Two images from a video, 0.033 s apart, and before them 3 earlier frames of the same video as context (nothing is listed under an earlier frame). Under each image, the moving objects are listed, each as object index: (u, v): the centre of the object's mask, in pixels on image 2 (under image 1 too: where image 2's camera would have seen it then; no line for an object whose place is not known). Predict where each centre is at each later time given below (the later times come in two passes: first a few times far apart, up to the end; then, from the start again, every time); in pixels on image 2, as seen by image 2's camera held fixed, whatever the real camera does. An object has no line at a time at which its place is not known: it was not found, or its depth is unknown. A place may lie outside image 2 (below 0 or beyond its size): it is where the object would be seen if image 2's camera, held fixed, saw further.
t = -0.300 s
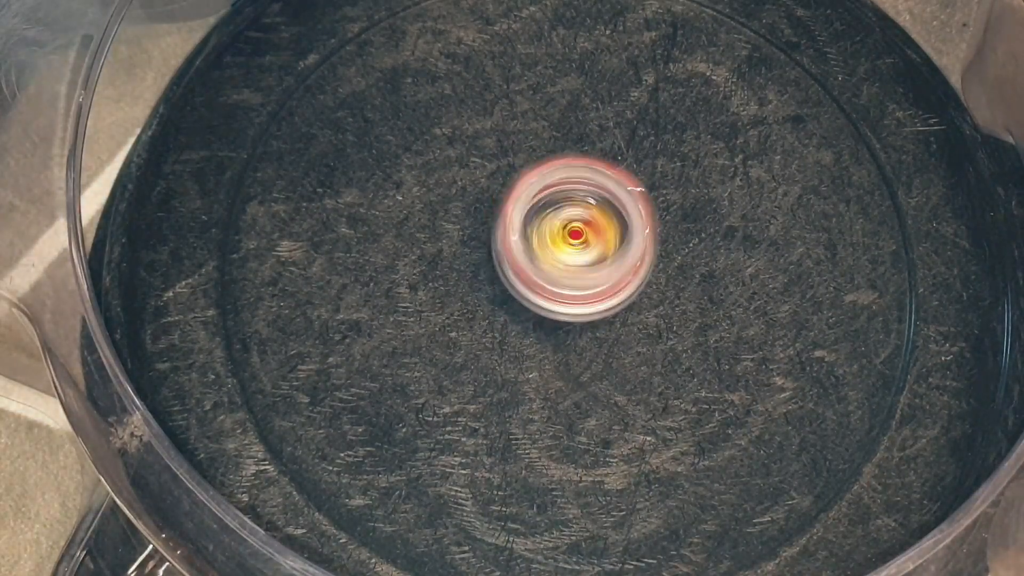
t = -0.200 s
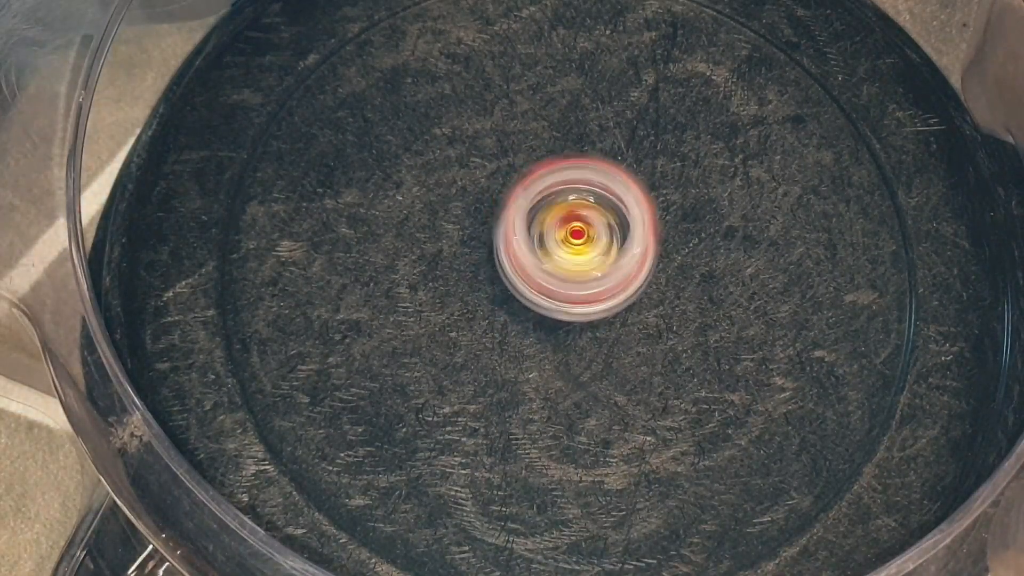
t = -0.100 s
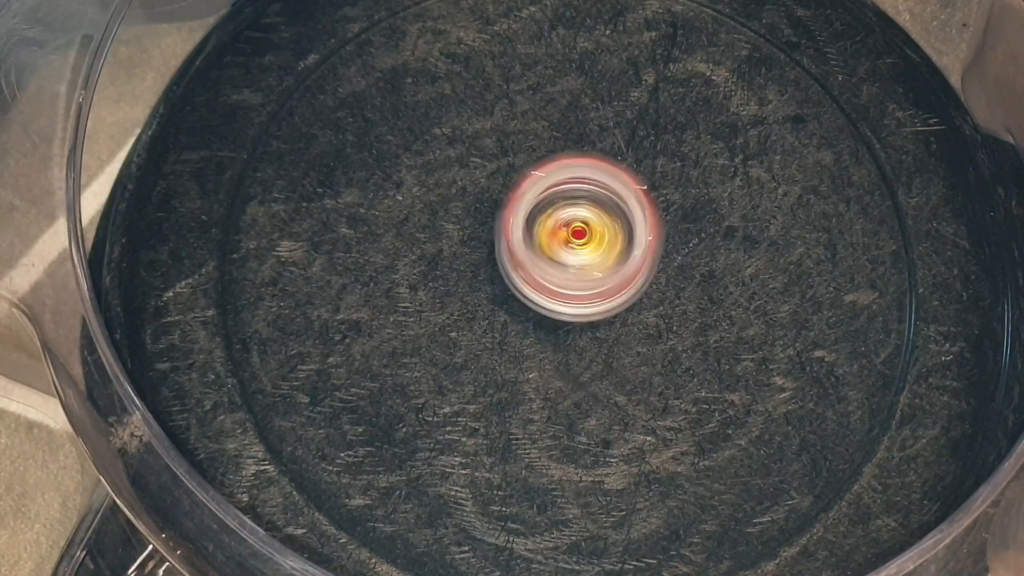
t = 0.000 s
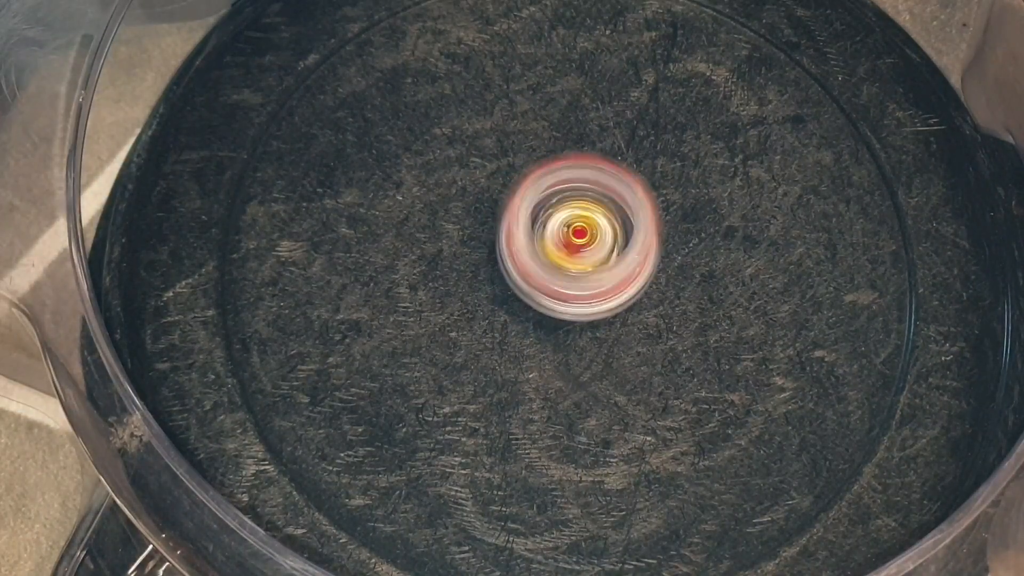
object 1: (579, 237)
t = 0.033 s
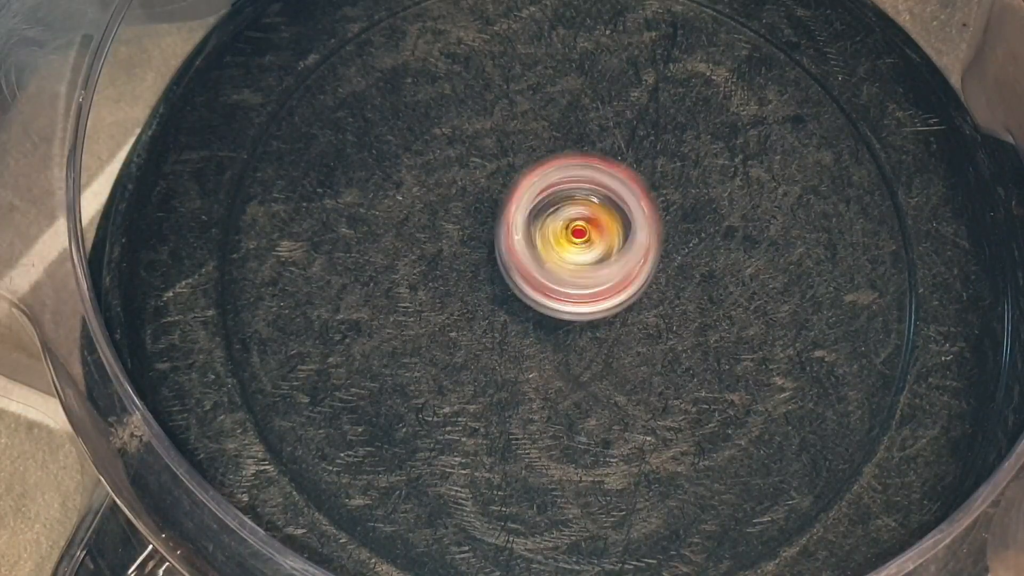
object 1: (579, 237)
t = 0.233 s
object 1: (579, 236)
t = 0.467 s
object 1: (577, 234)
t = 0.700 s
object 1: (572, 234)
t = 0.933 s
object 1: (569, 232)
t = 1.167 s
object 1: (569, 231)
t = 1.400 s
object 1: (568, 233)
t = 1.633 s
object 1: (568, 237)
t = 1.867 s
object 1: (567, 241)
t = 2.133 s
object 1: (564, 242)
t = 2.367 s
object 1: (565, 240)
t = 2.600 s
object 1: (567, 240)
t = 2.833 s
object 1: (570, 242)
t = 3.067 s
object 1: (573, 244)
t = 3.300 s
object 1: (574, 246)
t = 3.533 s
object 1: (573, 245)
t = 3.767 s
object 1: (572, 242)
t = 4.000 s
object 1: (573, 238)
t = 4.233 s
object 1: (575, 234)
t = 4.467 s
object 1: (576, 235)
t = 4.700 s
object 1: (575, 236)
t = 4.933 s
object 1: (571, 237)
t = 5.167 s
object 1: (566, 236)
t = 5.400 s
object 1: (566, 238)
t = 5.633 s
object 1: (566, 241)
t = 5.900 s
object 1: (571, 242)
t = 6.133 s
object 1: (572, 246)
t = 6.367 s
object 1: (576, 241)
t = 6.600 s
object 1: (571, 246)
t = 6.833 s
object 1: (575, 240)
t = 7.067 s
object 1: (568, 245)
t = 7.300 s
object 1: (577, 245)
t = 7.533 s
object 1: (573, 242)
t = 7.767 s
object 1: (576, 247)
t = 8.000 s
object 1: (572, 239)
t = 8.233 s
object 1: (572, 249)
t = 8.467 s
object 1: (568, 241)
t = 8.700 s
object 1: (577, 250)
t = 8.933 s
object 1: (565, 246)
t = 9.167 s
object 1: (578, 238)
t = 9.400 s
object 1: (573, 253)
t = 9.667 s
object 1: (573, 237)
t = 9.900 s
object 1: (577, 248)
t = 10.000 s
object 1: (570, 238)
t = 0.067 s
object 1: (580, 237)
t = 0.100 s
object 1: (579, 236)
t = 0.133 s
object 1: (579, 236)
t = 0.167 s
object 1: (579, 236)
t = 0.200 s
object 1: (579, 236)
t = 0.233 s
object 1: (579, 236)
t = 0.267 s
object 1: (579, 236)
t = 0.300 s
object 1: (579, 236)
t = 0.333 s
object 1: (579, 235)
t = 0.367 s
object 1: (577, 235)
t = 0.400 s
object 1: (578, 234)
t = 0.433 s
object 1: (577, 234)
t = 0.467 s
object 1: (577, 234)
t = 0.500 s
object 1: (577, 234)
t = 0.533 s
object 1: (575, 235)
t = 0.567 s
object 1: (575, 234)
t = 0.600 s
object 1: (574, 234)
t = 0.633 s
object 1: (574, 235)
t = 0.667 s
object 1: (572, 234)
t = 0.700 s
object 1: (572, 234)
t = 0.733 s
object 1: (573, 234)
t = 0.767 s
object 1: (570, 235)
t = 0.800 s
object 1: (569, 233)
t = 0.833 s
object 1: (570, 232)
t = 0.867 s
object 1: (571, 235)
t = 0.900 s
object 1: (568, 233)
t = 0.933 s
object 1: (569, 232)
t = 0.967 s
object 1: (571, 233)
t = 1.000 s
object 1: (569, 234)
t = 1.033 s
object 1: (570, 231)
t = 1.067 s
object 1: (570, 232)
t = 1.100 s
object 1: (569, 234)
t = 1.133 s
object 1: (568, 231)
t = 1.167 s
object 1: (569, 231)
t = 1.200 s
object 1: (569, 233)
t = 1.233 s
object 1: (566, 232)
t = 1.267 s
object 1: (567, 231)
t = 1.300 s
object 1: (568, 232)
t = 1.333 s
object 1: (567, 233)
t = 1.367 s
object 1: (567, 232)
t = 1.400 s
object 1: (568, 233)
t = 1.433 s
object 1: (568, 235)
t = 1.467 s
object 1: (566, 234)
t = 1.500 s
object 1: (568, 234)
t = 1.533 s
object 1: (568, 235)
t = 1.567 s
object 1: (567, 236)
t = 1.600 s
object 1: (568, 235)
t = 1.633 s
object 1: (568, 237)
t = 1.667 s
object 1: (567, 238)
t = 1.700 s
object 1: (566, 236)
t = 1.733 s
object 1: (568, 237)
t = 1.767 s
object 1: (567, 239)
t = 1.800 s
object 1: (565, 239)
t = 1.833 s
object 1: (567, 238)
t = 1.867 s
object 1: (567, 241)
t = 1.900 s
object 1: (565, 241)
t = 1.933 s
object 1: (564, 239)
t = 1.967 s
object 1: (567, 240)
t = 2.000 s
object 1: (565, 242)
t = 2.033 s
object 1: (564, 241)
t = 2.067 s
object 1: (565, 240)
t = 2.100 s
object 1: (565, 243)
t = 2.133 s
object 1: (564, 242)
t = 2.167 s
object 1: (563, 240)
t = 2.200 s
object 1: (566, 241)
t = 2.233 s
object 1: (564, 242)
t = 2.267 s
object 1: (563, 240)
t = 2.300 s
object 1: (565, 239)
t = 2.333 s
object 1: (566, 241)
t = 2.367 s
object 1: (565, 240)
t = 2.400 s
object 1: (565, 238)
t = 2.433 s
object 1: (569, 239)
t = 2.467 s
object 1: (566, 242)
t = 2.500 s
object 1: (566, 240)
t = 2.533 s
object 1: (568, 238)
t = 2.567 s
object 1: (570, 240)
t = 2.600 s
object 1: (567, 240)
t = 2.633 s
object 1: (567, 238)
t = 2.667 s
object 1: (570, 238)
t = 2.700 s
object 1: (570, 241)
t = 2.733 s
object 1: (569, 239)
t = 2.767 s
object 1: (571, 238)
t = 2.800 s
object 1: (573, 241)
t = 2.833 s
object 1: (570, 242)
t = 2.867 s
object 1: (571, 239)
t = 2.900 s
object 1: (574, 239)
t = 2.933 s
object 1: (575, 242)
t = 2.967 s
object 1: (572, 241)
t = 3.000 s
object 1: (574, 240)
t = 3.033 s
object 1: (576, 243)
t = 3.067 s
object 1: (573, 244)
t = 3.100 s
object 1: (574, 242)
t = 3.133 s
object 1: (575, 243)
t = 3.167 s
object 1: (575, 246)
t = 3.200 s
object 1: (572, 245)
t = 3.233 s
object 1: (575, 243)
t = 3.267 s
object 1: (576, 245)
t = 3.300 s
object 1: (574, 246)
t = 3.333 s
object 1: (574, 244)
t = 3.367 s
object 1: (575, 246)
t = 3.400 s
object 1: (574, 247)
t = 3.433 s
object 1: (573, 245)
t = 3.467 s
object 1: (576, 244)
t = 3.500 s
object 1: (574, 247)
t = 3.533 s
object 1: (573, 245)
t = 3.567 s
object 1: (574, 244)
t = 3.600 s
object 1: (576, 246)
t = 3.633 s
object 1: (573, 245)
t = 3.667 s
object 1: (574, 243)
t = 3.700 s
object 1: (574, 243)
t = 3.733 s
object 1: (574, 244)
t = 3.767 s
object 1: (572, 242)
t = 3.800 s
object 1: (573, 241)
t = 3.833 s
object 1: (574, 241)
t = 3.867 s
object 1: (573, 241)
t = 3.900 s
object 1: (574, 239)
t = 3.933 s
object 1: (574, 239)
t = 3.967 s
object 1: (575, 239)
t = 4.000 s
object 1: (573, 238)
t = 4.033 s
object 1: (576, 236)
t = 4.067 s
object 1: (575, 236)
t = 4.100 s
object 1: (575, 236)
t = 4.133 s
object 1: (574, 235)
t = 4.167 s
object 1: (575, 235)
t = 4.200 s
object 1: (575, 235)
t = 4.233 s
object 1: (575, 234)
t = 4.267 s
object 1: (576, 234)
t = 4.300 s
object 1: (575, 235)
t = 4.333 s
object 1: (576, 234)
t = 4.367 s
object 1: (576, 234)
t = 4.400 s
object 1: (576, 235)
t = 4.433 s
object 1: (575, 235)
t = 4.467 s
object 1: (576, 235)
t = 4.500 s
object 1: (575, 235)
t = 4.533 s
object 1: (576, 236)
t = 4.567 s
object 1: (575, 236)
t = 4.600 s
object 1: (576, 236)
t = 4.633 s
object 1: (575, 236)
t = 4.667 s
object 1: (576, 236)
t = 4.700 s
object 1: (575, 236)
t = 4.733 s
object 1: (575, 236)
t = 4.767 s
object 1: (574, 235)
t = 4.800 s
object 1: (575, 236)
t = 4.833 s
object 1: (573, 236)
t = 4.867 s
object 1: (573, 236)
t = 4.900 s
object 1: (571, 236)
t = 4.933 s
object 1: (571, 237)
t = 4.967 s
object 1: (570, 236)
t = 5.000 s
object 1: (569, 237)
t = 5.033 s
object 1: (568, 237)
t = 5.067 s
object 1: (568, 238)
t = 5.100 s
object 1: (567, 238)
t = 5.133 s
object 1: (564, 238)
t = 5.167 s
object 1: (566, 236)
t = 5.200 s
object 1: (567, 239)
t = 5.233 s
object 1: (566, 239)
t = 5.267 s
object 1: (564, 238)
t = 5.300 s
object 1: (567, 237)
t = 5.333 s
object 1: (567, 240)
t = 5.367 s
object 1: (565, 239)
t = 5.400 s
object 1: (566, 238)
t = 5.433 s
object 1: (568, 239)
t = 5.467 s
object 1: (566, 241)
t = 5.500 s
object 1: (565, 239)
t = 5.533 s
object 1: (566, 239)
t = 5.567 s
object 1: (568, 241)
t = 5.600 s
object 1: (566, 243)
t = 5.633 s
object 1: (566, 241)
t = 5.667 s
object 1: (568, 240)
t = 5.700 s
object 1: (571, 242)
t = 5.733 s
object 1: (569, 244)
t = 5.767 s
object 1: (569, 242)
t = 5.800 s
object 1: (570, 240)
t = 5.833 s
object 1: (573, 242)
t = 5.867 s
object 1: (571, 244)
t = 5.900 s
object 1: (571, 242)
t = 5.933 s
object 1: (572, 240)
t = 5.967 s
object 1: (575, 243)
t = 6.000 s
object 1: (572, 245)
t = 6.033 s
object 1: (572, 242)
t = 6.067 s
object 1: (573, 241)
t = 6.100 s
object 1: (576, 243)
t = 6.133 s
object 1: (572, 246)
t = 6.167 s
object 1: (571, 244)
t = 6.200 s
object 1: (572, 240)
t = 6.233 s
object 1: (577, 242)
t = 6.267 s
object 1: (574, 246)
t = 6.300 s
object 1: (572, 245)
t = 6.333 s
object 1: (570, 241)
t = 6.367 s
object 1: (576, 241)
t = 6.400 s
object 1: (576, 244)
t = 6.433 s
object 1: (574, 246)
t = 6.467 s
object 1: (570, 244)
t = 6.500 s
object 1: (574, 240)
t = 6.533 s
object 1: (576, 241)
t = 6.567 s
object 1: (576, 246)
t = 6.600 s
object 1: (571, 246)
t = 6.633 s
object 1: (570, 242)
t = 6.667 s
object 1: (574, 240)
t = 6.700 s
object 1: (577, 244)
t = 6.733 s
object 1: (573, 248)
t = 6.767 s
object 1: (570, 245)
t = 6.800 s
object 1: (571, 240)
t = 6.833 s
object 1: (575, 240)
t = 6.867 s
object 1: (575, 246)
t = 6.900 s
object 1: (572, 246)
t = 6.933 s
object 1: (569, 242)
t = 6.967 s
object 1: (573, 240)
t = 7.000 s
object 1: (575, 244)
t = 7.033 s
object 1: (573, 247)
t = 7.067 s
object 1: (568, 245)
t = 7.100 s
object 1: (571, 240)
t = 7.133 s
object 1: (575, 242)
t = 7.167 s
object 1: (575, 246)
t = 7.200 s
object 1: (569, 248)
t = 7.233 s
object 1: (569, 242)
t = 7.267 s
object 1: (575, 241)
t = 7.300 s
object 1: (577, 245)
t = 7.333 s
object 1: (573, 249)
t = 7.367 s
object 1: (569, 245)
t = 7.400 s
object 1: (573, 241)
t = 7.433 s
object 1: (577, 243)
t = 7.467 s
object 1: (576, 248)
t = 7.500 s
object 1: (571, 246)
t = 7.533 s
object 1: (573, 242)
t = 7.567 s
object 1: (577, 242)
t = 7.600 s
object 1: (579, 247)
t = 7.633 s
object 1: (574, 247)
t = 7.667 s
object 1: (573, 243)
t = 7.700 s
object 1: (576, 240)
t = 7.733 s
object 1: (579, 242)
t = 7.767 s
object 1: (576, 247)
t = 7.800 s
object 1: (573, 244)
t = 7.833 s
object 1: (572, 240)
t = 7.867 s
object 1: (574, 240)
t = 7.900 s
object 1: (574, 246)
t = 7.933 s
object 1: (571, 246)
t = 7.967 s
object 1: (568, 244)
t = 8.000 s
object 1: (572, 239)
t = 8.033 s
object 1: (575, 244)
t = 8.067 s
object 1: (573, 247)
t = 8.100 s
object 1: (568, 247)
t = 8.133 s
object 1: (569, 240)
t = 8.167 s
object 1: (575, 241)
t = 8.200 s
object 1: (575, 245)
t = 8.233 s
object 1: (572, 249)
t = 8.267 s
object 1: (567, 245)
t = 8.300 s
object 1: (571, 240)
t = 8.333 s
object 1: (575, 241)
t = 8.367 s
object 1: (576, 246)
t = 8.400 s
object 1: (569, 249)
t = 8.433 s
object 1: (566, 245)
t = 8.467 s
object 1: (568, 241)
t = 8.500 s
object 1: (575, 243)
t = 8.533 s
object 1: (575, 249)
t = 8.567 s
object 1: (569, 252)
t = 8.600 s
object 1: (566, 246)
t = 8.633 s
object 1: (571, 240)
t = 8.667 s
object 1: (578, 243)
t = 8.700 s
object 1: (577, 250)
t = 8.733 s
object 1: (571, 251)
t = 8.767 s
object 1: (567, 245)
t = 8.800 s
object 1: (572, 238)
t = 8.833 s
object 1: (577, 240)
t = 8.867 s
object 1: (576, 248)
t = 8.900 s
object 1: (569, 251)
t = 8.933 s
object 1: (565, 246)
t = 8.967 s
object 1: (569, 239)
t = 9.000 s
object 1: (578, 241)
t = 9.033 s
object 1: (578, 249)
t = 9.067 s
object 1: (572, 252)
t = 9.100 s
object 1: (568, 247)
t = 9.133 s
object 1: (571, 239)
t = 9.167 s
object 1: (578, 238)
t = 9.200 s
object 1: (578, 246)
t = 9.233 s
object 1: (572, 249)
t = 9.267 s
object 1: (565, 246)
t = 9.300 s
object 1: (567, 238)
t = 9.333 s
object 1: (576, 239)
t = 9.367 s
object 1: (578, 246)
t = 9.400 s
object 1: (573, 253)
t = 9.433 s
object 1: (567, 248)
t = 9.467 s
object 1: (569, 240)
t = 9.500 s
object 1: (577, 239)
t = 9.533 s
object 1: (580, 244)
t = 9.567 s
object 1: (573, 252)
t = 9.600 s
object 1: (566, 249)
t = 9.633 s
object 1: (564, 243)
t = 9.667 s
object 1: (573, 237)
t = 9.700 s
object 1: (580, 244)
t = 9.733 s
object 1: (577, 251)
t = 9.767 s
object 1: (570, 251)
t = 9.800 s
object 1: (567, 243)
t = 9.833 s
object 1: (572, 235)
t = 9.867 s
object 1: (577, 239)
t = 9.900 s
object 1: (577, 248)
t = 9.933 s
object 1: (570, 251)
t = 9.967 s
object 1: (565, 247)
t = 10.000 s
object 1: (570, 238)
